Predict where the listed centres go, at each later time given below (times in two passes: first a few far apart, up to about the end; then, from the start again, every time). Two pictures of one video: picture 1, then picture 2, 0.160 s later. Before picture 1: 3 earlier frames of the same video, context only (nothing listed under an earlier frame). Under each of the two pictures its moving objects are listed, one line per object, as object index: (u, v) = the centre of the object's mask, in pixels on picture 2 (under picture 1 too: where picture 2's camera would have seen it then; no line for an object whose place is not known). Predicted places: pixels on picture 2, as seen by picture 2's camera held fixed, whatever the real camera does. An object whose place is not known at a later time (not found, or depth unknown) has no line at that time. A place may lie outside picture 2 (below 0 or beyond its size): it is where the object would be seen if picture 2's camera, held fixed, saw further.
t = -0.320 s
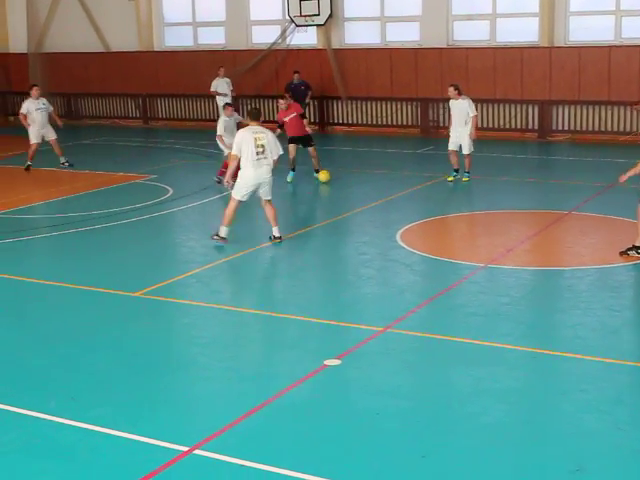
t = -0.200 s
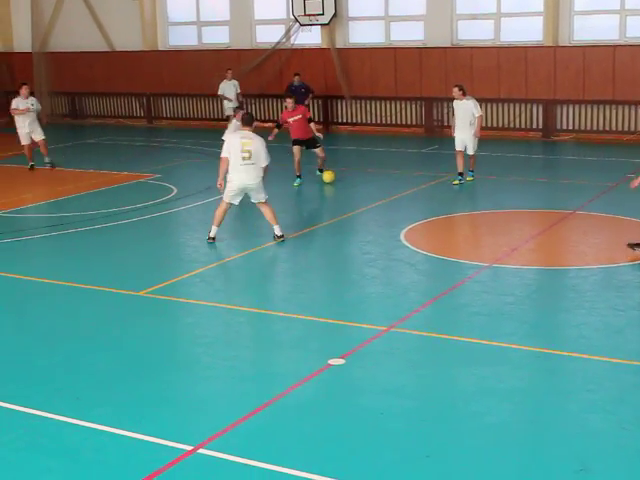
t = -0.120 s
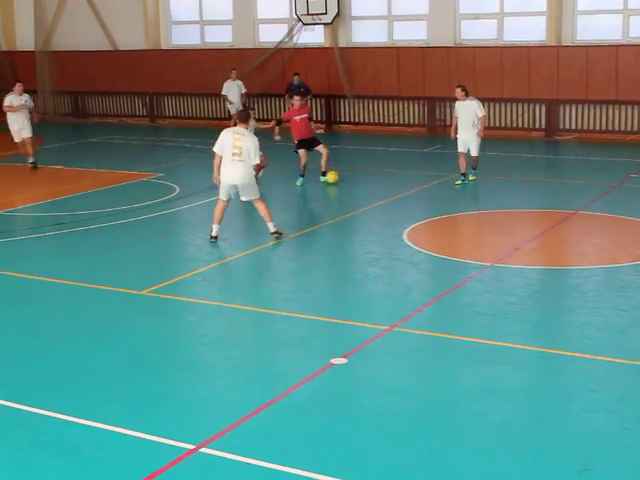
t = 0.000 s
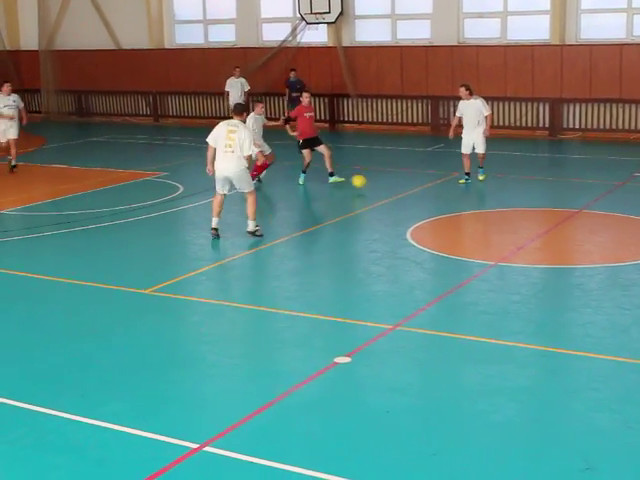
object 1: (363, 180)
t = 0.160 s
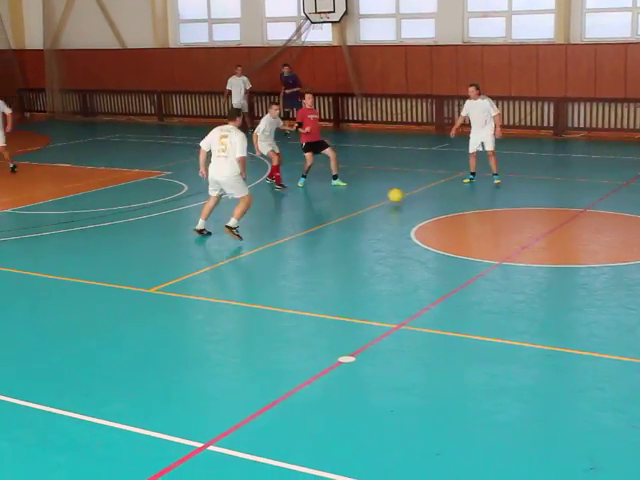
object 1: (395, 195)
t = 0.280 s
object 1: (418, 203)
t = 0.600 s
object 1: (477, 228)
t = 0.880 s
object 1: (537, 250)
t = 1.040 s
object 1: (579, 265)
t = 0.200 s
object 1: (403, 196)
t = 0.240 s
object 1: (410, 199)
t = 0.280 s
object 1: (418, 203)
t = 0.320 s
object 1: (425, 208)
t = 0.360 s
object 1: (433, 211)
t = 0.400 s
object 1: (440, 211)
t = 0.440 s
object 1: (447, 213)
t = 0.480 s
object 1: (454, 216)
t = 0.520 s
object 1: (461, 220)
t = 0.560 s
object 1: (469, 226)
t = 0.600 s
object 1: (477, 228)
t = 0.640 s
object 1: (485, 228)
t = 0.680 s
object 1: (493, 229)
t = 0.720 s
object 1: (501, 233)
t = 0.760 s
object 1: (510, 237)
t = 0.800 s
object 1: (519, 243)
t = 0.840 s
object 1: (528, 250)
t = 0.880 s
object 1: (537, 250)
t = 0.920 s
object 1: (547, 251)
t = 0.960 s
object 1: (558, 254)
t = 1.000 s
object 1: (568, 259)
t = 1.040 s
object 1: (579, 265)
